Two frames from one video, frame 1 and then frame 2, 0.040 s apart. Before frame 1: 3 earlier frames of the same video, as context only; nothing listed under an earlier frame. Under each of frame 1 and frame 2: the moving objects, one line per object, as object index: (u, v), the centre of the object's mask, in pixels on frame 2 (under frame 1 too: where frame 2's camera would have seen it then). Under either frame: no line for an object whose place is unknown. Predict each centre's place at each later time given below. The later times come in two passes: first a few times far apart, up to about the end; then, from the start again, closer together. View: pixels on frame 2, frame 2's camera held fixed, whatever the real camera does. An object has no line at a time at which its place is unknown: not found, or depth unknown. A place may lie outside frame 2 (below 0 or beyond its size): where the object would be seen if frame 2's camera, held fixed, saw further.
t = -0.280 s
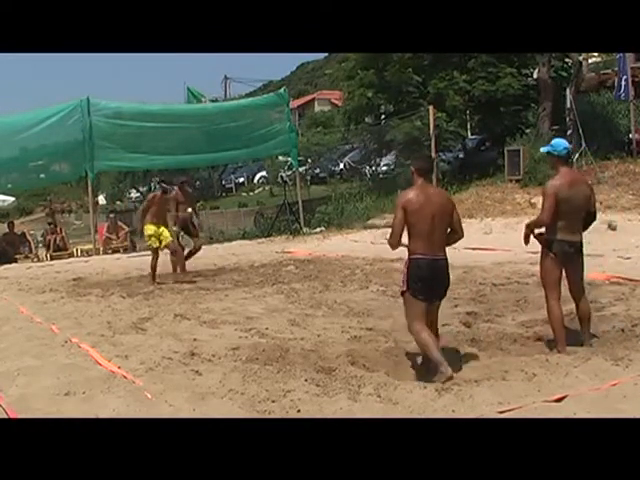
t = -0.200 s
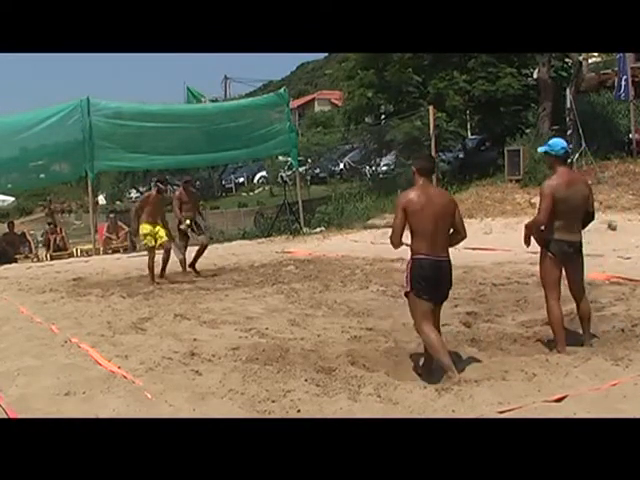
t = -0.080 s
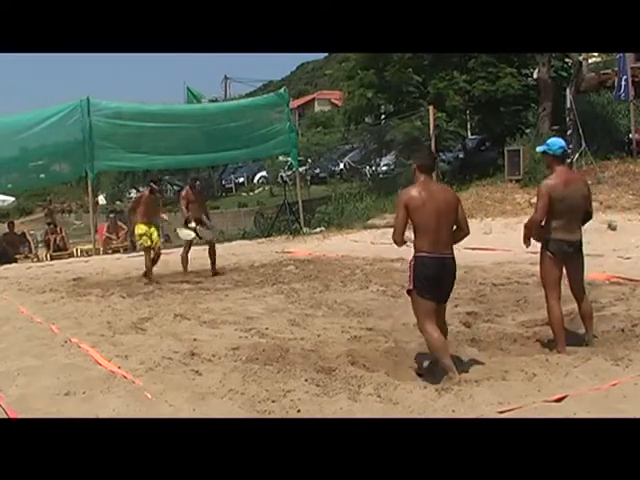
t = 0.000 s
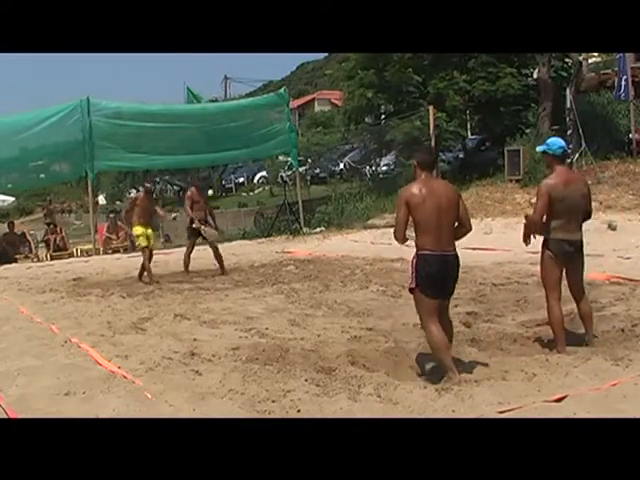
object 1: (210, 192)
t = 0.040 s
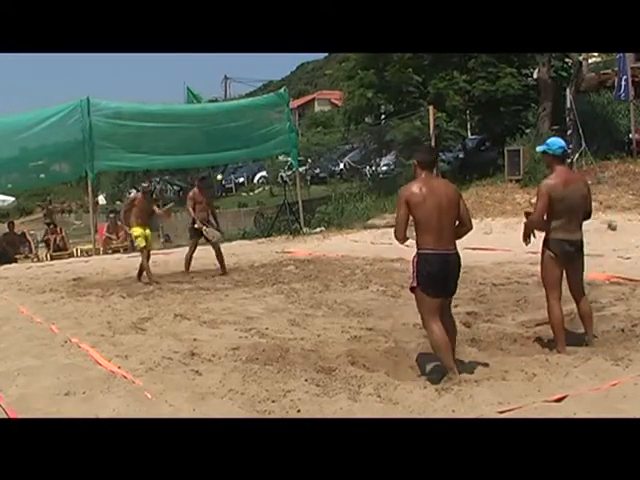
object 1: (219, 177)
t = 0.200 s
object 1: (259, 123)
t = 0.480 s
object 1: (351, 64)
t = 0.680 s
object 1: (437, 61)
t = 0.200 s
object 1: (259, 123)
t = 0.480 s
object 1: (351, 64)
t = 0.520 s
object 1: (367, 61)
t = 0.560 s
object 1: (383, 58)
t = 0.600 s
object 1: (401, 57)
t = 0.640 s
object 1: (419, 58)
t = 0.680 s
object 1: (437, 61)
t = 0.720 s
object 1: (457, 65)
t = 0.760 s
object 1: (478, 71)
